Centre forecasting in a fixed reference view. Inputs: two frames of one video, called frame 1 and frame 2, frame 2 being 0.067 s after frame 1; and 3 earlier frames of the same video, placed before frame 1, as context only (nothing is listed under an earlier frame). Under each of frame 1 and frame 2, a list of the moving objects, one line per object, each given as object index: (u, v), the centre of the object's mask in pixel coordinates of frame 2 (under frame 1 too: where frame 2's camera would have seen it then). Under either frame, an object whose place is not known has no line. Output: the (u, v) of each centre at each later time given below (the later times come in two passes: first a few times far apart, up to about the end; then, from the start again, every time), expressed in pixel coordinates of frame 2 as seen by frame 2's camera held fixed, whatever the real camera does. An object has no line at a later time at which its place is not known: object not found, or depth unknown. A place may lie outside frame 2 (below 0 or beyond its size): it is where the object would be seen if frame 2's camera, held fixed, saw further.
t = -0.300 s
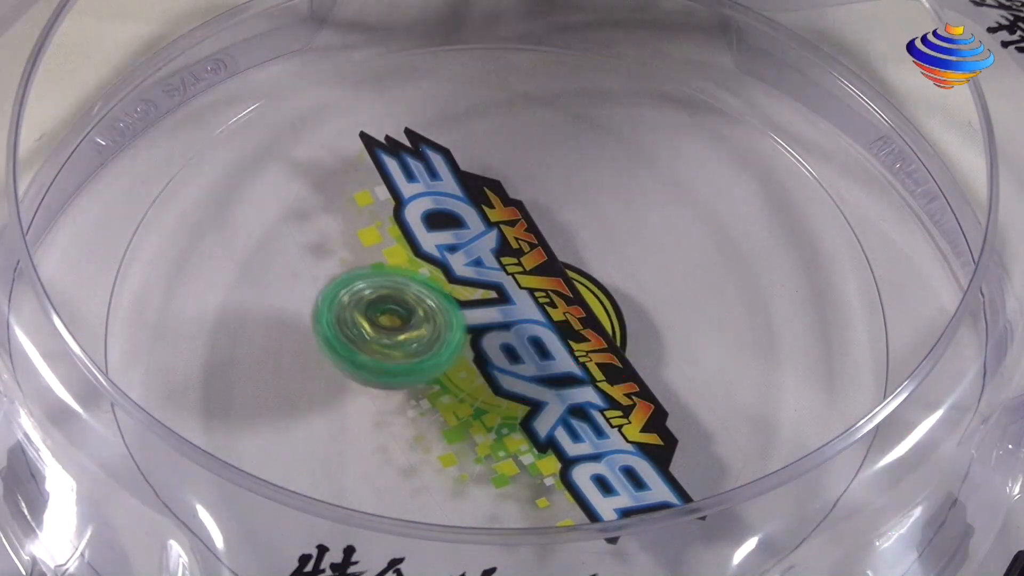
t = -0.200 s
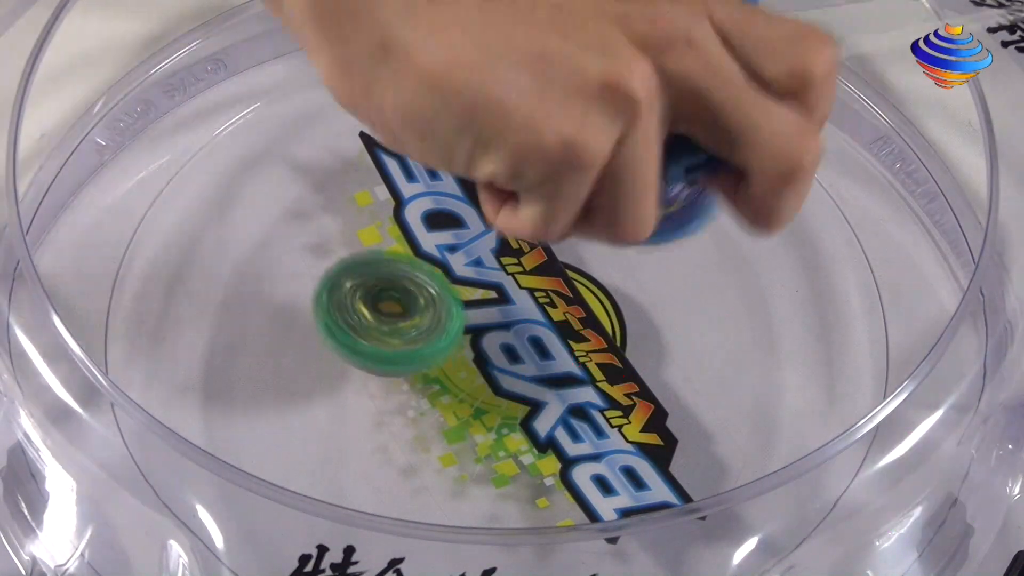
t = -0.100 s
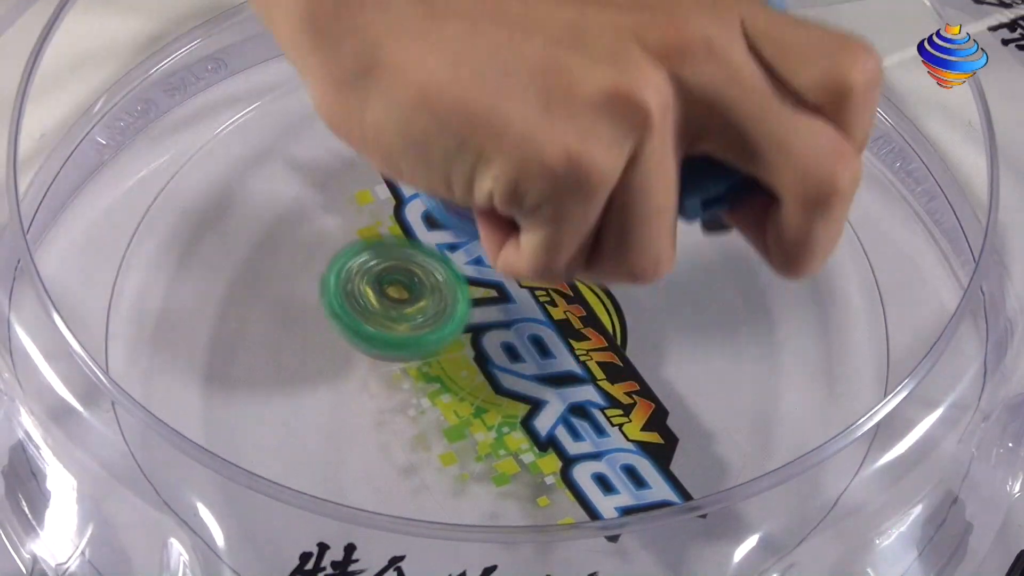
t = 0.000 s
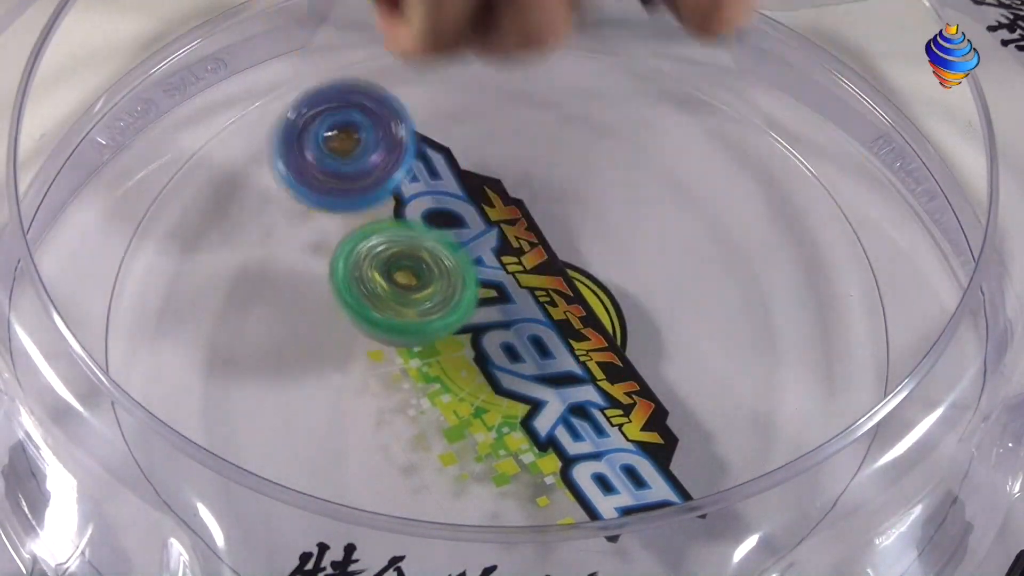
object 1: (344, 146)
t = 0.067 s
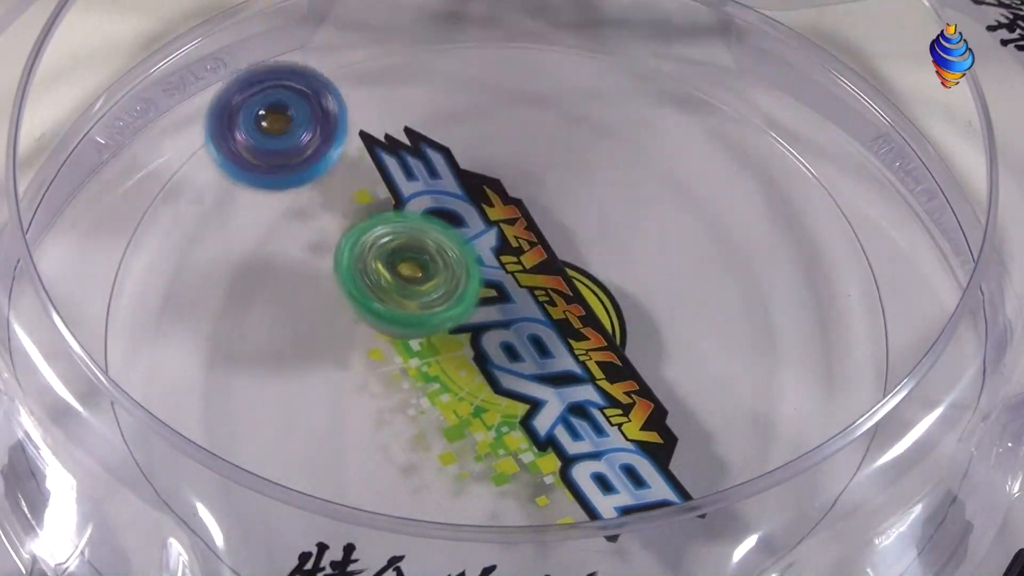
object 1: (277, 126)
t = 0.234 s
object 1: (241, 196)
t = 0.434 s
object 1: (296, 330)
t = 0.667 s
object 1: (406, 398)
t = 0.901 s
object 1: (488, 379)
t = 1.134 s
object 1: (434, 392)
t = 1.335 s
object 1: (431, 387)
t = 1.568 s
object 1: (328, 429)
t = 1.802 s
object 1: (350, 384)
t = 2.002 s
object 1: (375, 297)
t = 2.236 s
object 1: (337, 226)
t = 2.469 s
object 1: (420, 209)
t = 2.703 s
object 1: (486, 148)
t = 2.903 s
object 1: (544, 198)
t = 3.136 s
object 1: (607, 283)
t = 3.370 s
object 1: (633, 340)
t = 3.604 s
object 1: (570, 395)
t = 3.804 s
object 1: (502, 432)
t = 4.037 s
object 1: (431, 423)
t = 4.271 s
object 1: (374, 359)
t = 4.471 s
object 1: (344, 292)
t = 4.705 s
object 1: (372, 238)
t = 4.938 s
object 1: (452, 213)
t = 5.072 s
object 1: (497, 210)
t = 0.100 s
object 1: (251, 128)
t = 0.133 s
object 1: (235, 136)
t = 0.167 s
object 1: (228, 151)
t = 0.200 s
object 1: (231, 171)
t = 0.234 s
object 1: (241, 196)
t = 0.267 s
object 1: (257, 223)
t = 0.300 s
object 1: (270, 247)
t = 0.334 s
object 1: (268, 269)
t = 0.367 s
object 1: (273, 291)
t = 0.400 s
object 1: (284, 312)
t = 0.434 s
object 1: (296, 330)
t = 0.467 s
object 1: (312, 346)
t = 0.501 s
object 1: (328, 360)
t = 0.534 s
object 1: (345, 372)
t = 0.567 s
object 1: (362, 381)
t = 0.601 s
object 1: (378, 388)
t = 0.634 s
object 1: (393, 394)
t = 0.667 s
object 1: (406, 398)
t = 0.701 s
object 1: (419, 401)
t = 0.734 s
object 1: (435, 402)
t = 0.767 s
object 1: (448, 401)
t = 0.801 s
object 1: (461, 397)
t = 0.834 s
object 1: (474, 392)
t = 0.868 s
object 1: (482, 386)
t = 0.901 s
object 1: (488, 379)
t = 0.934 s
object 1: (493, 371)
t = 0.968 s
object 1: (496, 362)
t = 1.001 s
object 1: (493, 359)
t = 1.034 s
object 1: (474, 373)
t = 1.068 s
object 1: (456, 383)
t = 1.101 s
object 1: (443, 389)
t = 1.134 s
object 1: (434, 392)
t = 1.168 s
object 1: (428, 393)
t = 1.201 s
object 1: (424, 393)
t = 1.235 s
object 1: (423, 393)
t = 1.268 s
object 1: (425, 391)
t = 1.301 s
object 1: (427, 390)
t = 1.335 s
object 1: (431, 387)
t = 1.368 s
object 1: (437, 383)
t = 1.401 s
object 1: (445, 379)
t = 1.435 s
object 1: (449, 376)
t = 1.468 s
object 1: (411, 397)
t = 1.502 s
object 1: (376, 413)
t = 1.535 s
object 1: (347, 424)
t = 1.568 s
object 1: (328, 429)
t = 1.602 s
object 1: (318, 429)
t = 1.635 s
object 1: (312, 428)
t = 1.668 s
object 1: (316, 422)
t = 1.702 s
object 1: (322, 415)
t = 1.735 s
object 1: (328, 407)
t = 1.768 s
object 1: (340, 396)
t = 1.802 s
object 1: (350, 384)
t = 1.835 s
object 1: (362, 372)
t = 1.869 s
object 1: (375, 358)
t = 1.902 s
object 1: (386, 343)
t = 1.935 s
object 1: (399, 327)
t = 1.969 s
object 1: (400, 314)
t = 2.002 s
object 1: (375, 297)
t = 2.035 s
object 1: (354, 283)
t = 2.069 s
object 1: (341, 270)
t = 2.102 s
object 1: (332, 257)
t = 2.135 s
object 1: (328, 247)
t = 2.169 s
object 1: (327, 237)
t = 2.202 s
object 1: (331, 231)
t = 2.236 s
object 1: (337, 226)
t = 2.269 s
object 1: (345, 222)
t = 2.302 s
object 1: (355, 219)
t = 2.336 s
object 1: (365, 217)
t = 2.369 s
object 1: (380, 214)
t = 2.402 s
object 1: (392, 212)
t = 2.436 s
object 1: (408, 210)
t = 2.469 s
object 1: (420, 209)
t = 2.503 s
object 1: (428, 190)
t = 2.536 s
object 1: (434, 172)
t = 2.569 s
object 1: (445, 160)
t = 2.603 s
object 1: (453, 151)
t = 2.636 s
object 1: (466, 147)
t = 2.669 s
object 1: (475, 145)
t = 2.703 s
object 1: (486, 148)
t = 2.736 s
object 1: (495, 153)
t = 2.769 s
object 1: (507, 158)
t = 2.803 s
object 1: (516, 166)
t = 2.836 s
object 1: (527, 175)
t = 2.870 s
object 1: (536, 187)
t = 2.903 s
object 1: (544, 198)
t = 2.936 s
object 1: (553, 212)
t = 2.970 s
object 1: (561, 224)
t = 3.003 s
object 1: (571, 238)
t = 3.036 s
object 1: (579, 250)
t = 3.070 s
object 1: (590, 262)
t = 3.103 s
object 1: (597, 273)
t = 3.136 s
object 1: (607, 283)
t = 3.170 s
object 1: (615, 293)
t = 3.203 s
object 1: (623, 301)
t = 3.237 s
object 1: (630, 310)
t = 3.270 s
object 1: (633, 317)
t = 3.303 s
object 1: (636, 325)
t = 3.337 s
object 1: (635, 334)
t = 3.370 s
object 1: (633, 340)
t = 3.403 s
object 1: (628, 350)
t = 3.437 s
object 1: (621, 357)
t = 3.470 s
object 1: (613, 366)
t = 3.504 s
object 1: (602, 375)
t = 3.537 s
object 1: (591, 382)
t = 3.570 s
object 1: (581, 389)
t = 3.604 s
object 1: (570, 395)
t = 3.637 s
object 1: (559, 401)
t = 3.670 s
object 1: (546, 409)
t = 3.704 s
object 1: (537, 414)
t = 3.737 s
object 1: (526, 421)
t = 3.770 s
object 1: (512, 428)
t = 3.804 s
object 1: (502, 432)
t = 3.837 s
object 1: (491, 435)
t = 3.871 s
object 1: (479, 436)
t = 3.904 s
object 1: (469, 437)
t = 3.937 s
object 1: (459, 435)
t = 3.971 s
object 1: (449, 431)
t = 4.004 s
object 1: (439, 428)
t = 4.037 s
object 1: (431, 423)
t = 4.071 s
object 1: (423, 416)
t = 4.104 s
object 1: (415, 409)
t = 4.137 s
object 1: (407, 400)
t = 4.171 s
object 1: (398, 390)
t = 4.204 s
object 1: (389, 381)
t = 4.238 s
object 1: (382, 371)
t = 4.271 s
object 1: (374, 359)
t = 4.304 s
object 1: (367, 349)
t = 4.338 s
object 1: (361, 336)
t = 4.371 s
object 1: (353, 324)
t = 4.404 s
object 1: (351, 315)
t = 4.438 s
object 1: (348, 303)
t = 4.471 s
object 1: (344, 292)
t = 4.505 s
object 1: (346, 282)
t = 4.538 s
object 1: (346, 272)
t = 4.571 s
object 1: (347, 263)
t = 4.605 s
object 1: (352, 254)
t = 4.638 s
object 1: (357, 250)
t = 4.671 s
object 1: (365, 245)
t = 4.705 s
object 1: (372, 238)
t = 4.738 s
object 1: (383, 235)
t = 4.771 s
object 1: (394, 230)
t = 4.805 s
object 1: (403, 225)
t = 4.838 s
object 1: (418, 221)
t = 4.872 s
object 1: (429, 218)
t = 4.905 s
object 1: (442, 217)
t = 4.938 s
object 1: (452, 213)
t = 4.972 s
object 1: (466, 211)
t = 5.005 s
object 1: (476, 211)
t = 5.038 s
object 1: (488, 209)
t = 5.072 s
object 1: (497, 210)
